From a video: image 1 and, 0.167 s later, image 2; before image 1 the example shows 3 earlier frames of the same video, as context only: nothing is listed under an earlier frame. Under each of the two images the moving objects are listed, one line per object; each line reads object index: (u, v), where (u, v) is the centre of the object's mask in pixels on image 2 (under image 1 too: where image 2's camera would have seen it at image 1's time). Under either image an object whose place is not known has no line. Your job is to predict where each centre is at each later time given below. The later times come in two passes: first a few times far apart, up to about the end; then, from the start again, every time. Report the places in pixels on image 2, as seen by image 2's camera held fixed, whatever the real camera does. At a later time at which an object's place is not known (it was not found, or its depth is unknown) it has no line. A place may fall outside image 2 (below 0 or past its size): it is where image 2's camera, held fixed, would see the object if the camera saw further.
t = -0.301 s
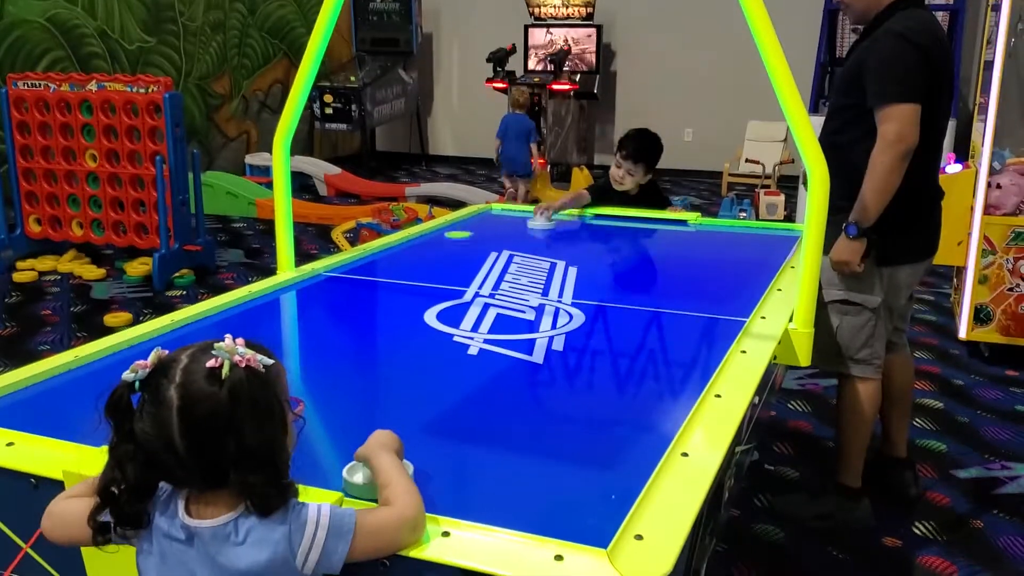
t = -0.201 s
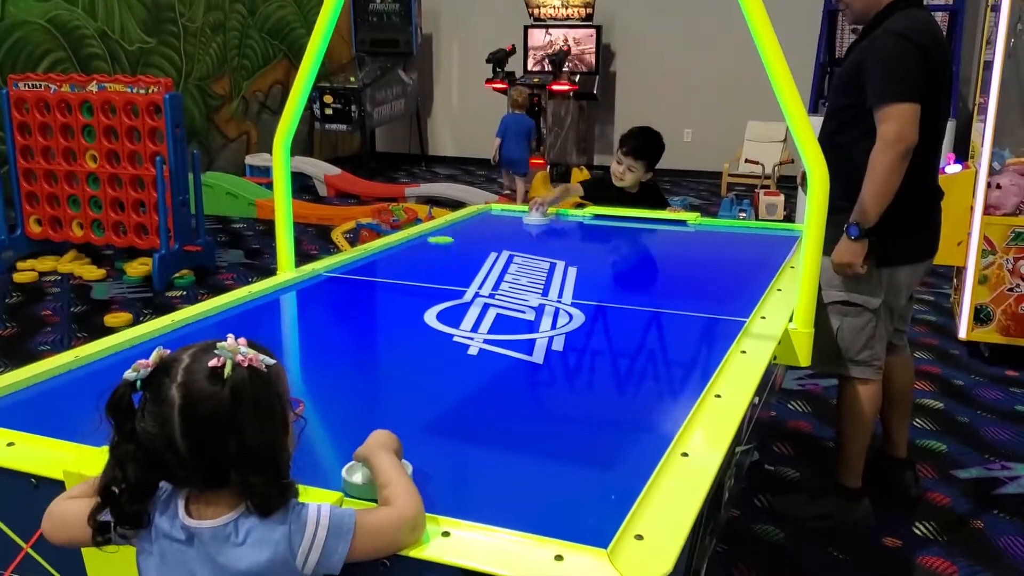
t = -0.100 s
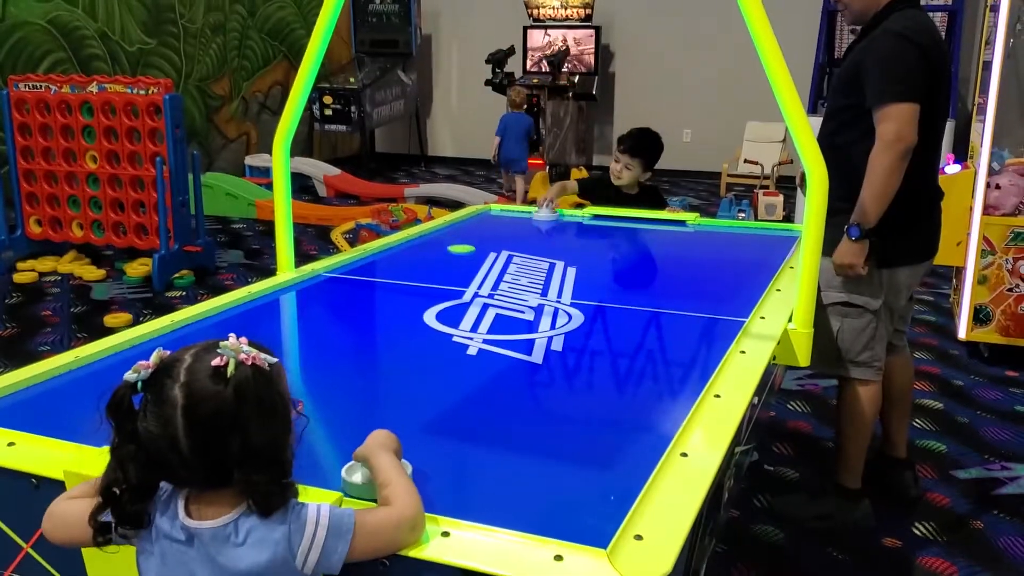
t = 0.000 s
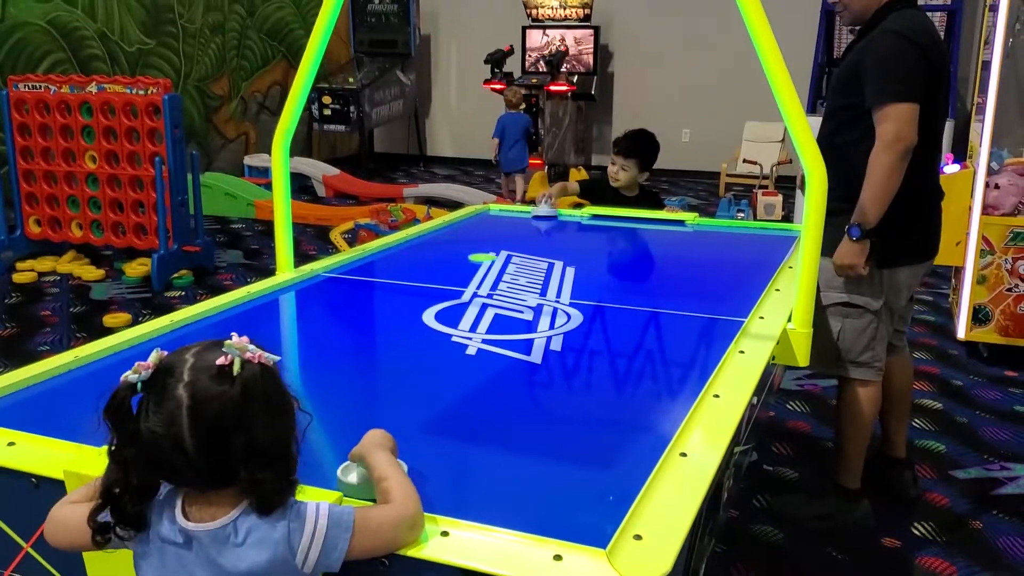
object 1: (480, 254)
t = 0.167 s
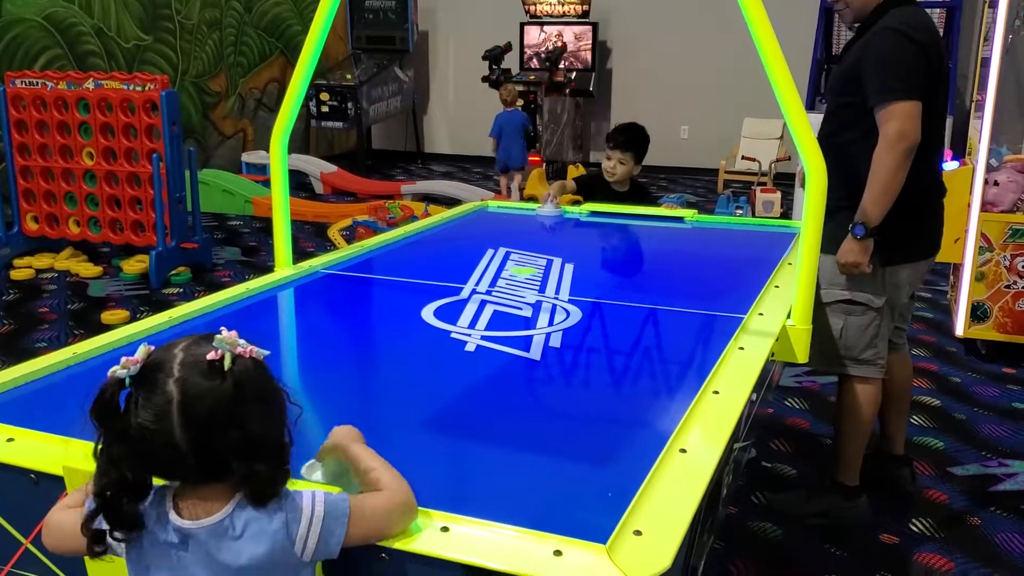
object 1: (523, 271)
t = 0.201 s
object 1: (533, 275)
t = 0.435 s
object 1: (601, 303)
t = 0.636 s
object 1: (674, 332)
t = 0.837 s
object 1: (647, 349)
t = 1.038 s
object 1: (546, 355)
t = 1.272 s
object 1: (419, 363)
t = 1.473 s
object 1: (311, 369)
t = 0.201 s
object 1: (533, 275)
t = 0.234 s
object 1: (541, 278)
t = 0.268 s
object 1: (550, 282)
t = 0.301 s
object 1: (560, 286)
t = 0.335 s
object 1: (571, 290)
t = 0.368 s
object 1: (581, 294)
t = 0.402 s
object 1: (590, 299)
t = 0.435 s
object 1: (601, 303)
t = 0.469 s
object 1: (612, 308)
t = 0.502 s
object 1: (624, 312)
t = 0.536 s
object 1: (636, 317)
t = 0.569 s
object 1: (648, 322)
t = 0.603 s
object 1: (661, 327)
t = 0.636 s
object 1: (674, 332)
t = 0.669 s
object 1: (688, 338)
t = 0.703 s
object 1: (703, 343)
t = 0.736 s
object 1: (698, 346)
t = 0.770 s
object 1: (681, 347)
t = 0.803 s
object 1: (664, 348)
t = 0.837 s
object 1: (647, 349)
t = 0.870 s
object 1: (630, 350)
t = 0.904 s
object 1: (613, 351)
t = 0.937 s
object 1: (596, 352)
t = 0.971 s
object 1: (579, 353)
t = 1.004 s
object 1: (563, 354)
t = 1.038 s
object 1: (546, 355)
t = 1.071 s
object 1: (528, 356)
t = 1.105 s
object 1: (508, 357)
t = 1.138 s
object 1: (491, 358)
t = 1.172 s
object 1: (474, 359)
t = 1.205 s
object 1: (456, 360)
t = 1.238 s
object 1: (438, 361)
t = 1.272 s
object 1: (419, 363)
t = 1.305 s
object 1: (401, 364)
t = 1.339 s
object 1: (382, 365)
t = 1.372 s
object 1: (363, 366)
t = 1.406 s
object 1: (344, 367)
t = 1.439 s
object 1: (325, 368)
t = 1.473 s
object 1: (311, 369)
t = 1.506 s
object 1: (299, 369)
